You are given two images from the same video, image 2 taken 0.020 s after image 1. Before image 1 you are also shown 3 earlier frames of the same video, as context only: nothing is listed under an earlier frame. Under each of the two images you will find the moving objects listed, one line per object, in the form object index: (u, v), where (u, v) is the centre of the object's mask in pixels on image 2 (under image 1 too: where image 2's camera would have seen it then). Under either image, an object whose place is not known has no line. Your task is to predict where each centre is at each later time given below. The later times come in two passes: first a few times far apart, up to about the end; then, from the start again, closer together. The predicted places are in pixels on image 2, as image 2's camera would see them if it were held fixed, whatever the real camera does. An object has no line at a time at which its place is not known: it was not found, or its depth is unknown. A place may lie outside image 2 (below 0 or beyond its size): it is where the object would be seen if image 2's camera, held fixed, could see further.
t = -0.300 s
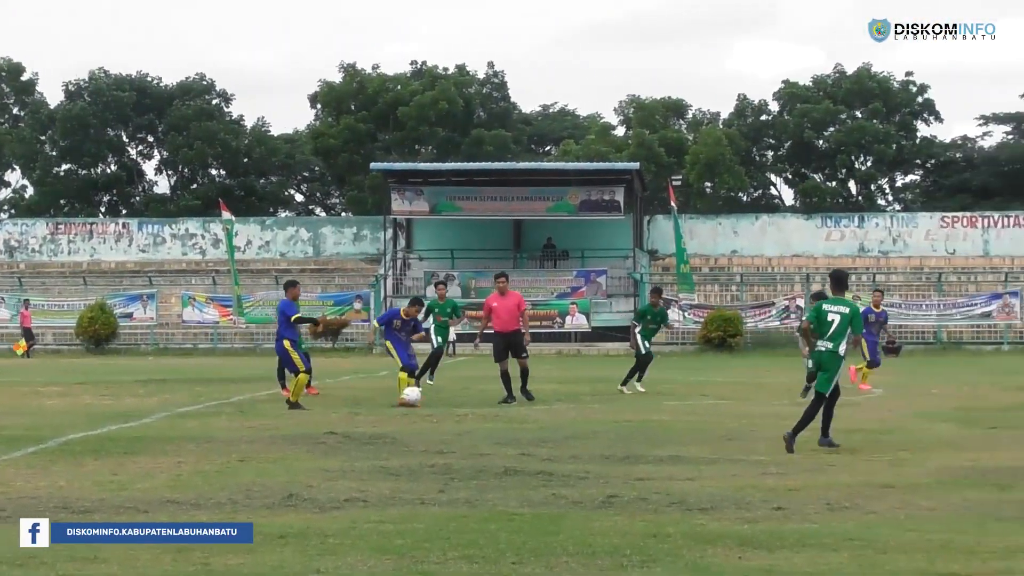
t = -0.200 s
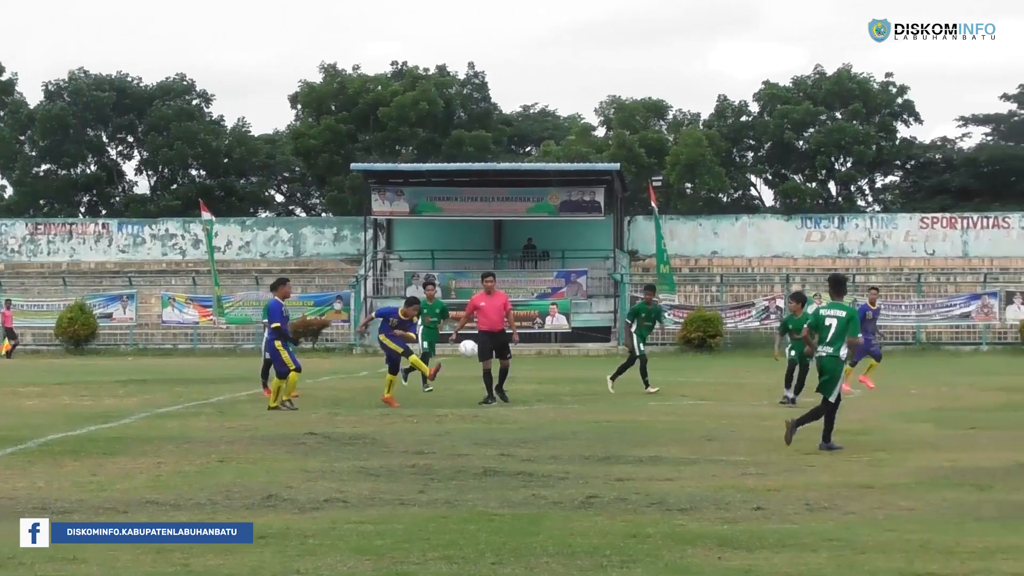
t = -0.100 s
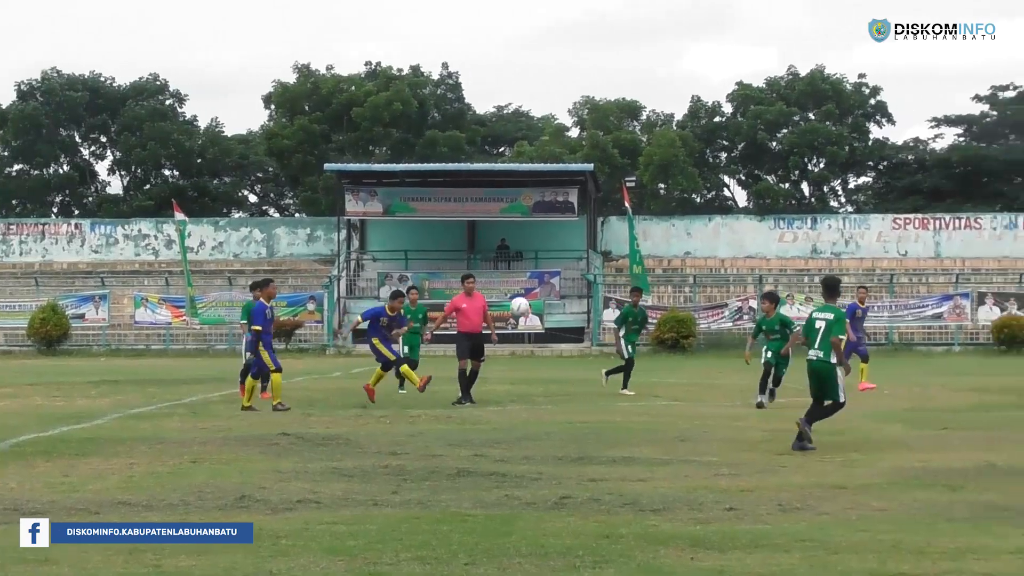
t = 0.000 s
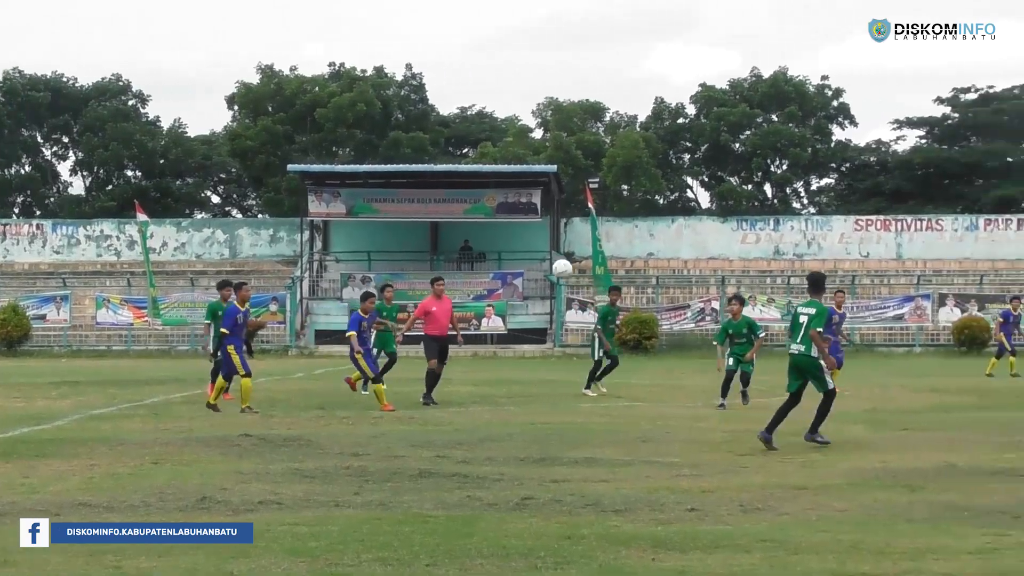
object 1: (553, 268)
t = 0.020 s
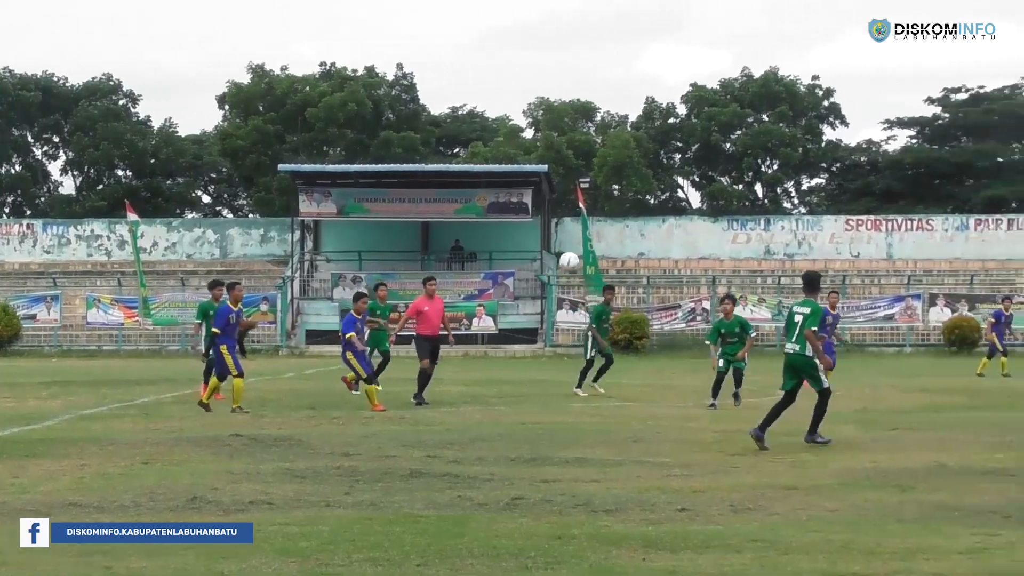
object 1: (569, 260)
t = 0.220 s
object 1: (737, 200)
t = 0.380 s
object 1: (883, 166)
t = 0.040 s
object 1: (586, 254)
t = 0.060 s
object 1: (602, 248)
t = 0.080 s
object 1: (619, 241)
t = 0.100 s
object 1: (635, 235)
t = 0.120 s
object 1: (651, 228)
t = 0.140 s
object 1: (668, 222)
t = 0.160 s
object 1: (685, 216)
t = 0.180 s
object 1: (703, 211)
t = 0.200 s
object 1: (720, 205)
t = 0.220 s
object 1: (737, 200)
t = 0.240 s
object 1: (755, 194)
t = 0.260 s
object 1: (772, 190)
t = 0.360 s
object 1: (864, 169)
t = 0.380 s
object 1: (883, 166)
